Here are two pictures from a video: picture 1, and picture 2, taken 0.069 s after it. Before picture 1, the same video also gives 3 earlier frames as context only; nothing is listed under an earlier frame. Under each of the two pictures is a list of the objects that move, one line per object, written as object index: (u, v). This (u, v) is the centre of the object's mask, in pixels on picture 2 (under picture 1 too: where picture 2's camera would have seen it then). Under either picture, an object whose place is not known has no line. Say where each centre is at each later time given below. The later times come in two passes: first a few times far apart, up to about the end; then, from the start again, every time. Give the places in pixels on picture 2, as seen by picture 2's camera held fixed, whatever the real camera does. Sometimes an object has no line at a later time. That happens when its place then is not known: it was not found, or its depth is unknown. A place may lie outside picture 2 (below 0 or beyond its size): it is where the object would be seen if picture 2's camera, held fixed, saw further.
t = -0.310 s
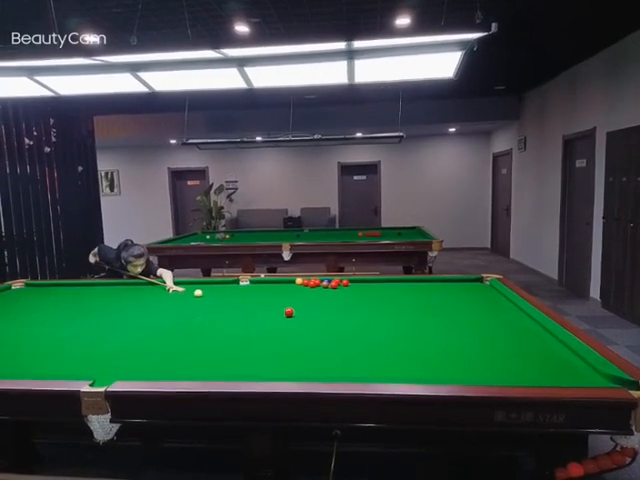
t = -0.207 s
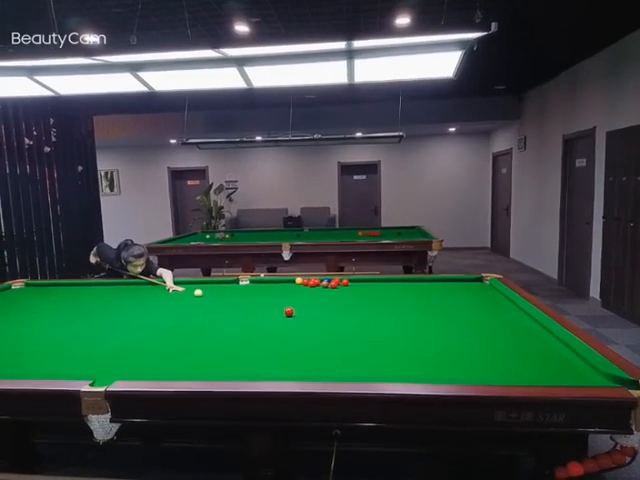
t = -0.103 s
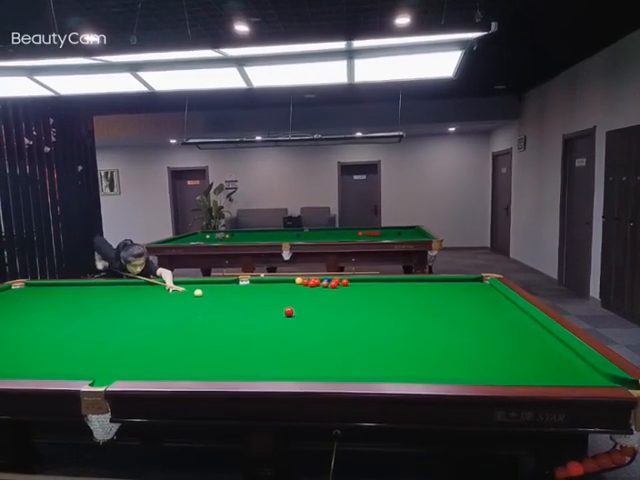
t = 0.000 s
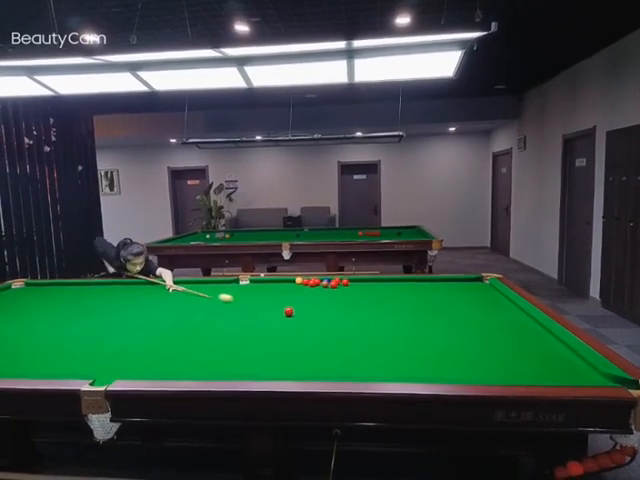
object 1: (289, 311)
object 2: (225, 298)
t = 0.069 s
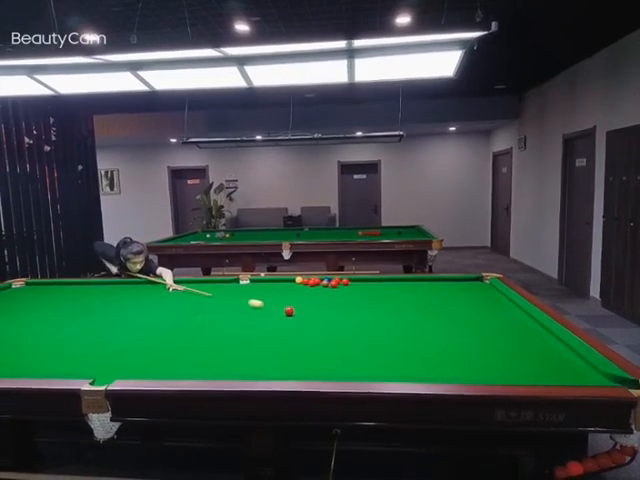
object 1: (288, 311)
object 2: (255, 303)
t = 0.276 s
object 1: (373, 329)
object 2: (286, 310)
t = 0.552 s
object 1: (591, 376)
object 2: (290, 311)
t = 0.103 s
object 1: (288, 311)
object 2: (271, 307)
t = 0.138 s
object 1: (295, 312)
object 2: (282, 309)
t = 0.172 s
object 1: (314, 316)
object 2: (284, 310)
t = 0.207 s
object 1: (332, 320)
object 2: (284, 310)
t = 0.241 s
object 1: (352, 324)
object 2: (285, 310)
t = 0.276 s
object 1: (373, 329)
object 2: (286, 310)
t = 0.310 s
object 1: (395, 334)
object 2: (286, 310)
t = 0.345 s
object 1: (419, 339)
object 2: (287, 310)
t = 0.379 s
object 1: (444, 345)
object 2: (287, 310)
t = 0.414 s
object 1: (470, 351)
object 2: (288, 310)
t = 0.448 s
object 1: (498, 357)
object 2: (289, 310)
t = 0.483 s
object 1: (528, 364)
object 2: (289, 310)
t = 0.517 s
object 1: (558, 371)
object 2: (290, 311)
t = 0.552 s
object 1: (591, 376)
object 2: (290, 311)
